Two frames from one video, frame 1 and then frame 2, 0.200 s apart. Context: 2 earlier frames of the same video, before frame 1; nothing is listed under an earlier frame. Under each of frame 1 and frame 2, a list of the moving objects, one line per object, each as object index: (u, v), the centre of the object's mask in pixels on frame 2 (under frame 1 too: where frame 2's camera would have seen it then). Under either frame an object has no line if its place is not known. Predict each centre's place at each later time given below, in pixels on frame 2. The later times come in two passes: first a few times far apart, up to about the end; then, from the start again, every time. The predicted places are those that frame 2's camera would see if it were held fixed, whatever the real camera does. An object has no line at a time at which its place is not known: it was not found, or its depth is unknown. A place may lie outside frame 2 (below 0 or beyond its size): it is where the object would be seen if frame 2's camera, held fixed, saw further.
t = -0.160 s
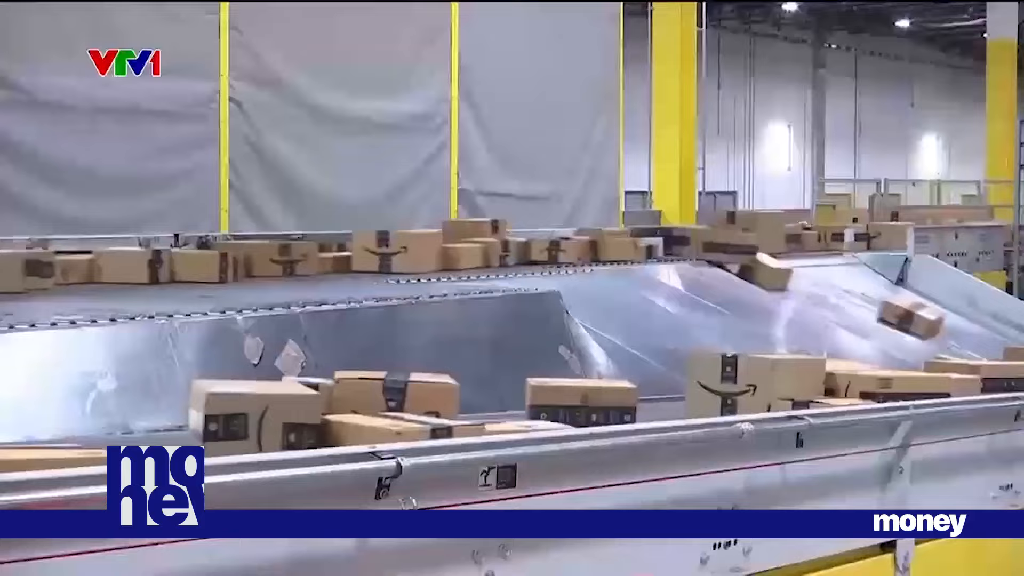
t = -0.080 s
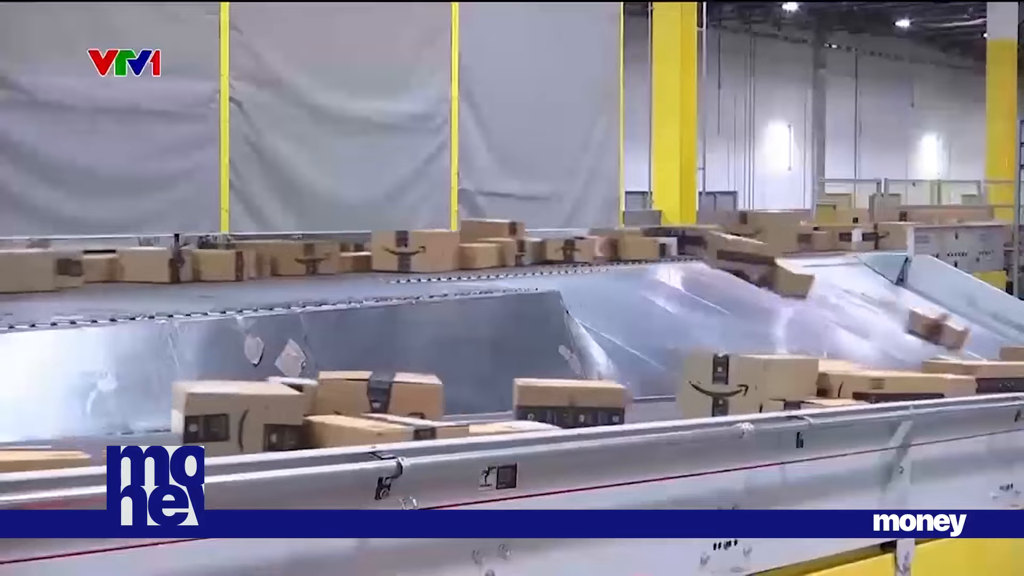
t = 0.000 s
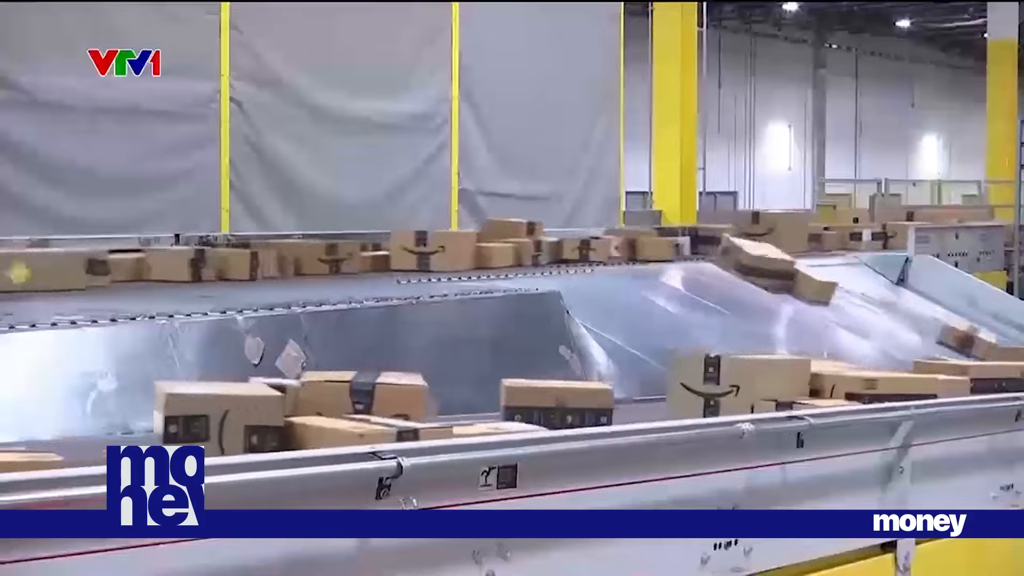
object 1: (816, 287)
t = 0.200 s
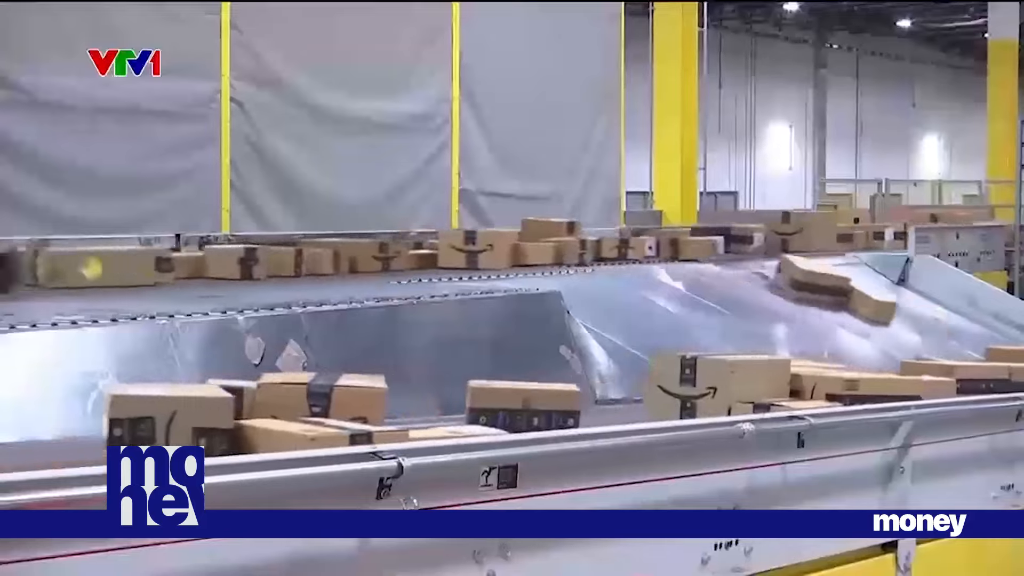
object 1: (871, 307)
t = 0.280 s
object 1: (897, 315)
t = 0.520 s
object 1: (971, 338)
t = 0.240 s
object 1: (884, 310)
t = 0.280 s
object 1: (897, 315)
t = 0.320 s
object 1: (909, 319)
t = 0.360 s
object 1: (923, 324)
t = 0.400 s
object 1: (936, 329)
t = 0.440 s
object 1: (950, 334)
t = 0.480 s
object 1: (959, 335)
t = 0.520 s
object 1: (971, 338)
